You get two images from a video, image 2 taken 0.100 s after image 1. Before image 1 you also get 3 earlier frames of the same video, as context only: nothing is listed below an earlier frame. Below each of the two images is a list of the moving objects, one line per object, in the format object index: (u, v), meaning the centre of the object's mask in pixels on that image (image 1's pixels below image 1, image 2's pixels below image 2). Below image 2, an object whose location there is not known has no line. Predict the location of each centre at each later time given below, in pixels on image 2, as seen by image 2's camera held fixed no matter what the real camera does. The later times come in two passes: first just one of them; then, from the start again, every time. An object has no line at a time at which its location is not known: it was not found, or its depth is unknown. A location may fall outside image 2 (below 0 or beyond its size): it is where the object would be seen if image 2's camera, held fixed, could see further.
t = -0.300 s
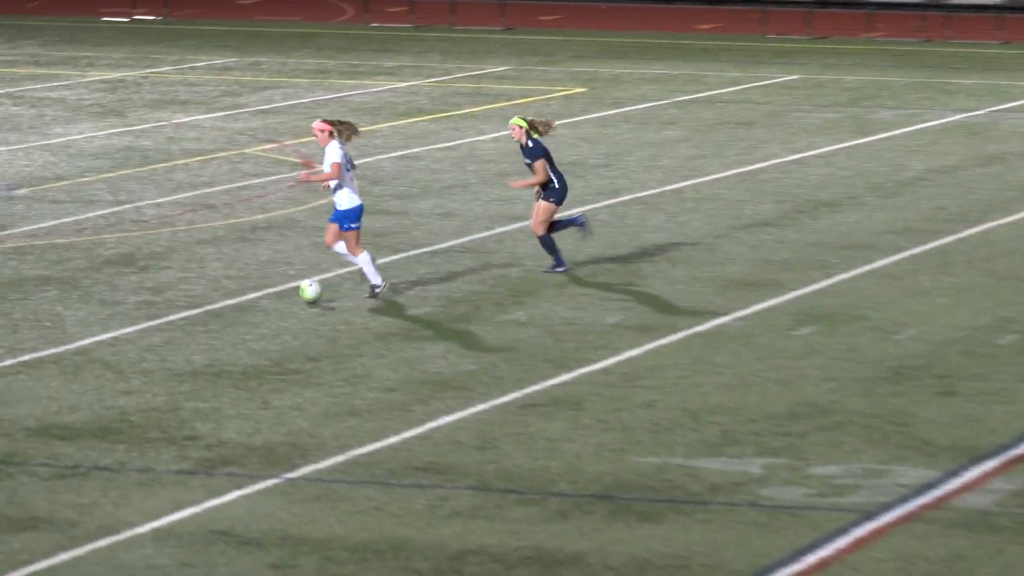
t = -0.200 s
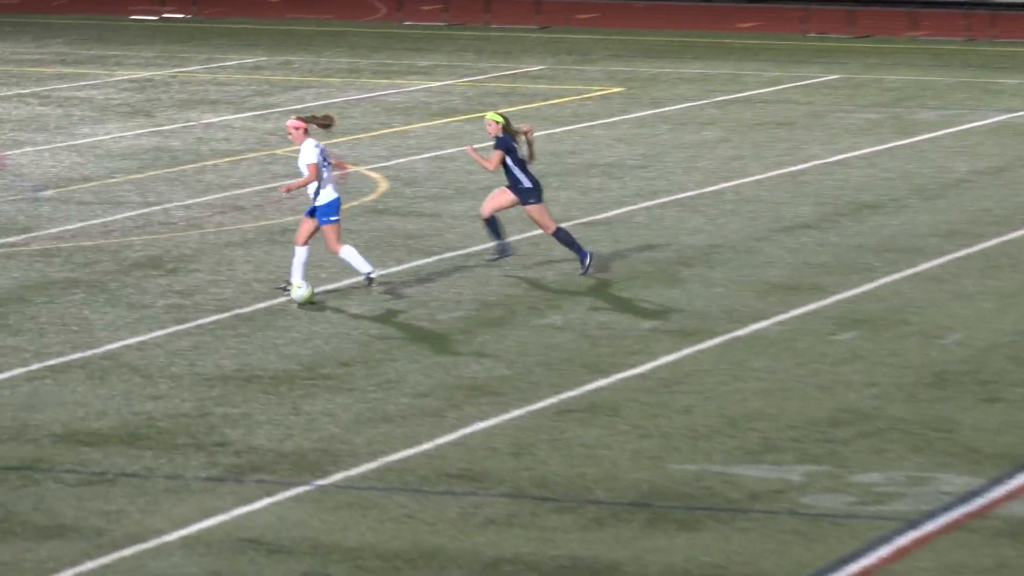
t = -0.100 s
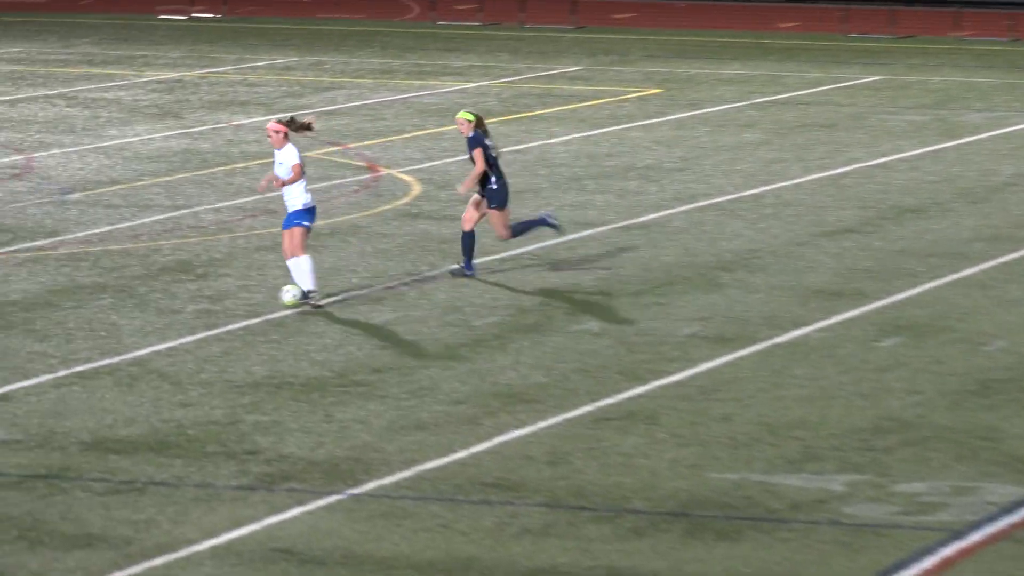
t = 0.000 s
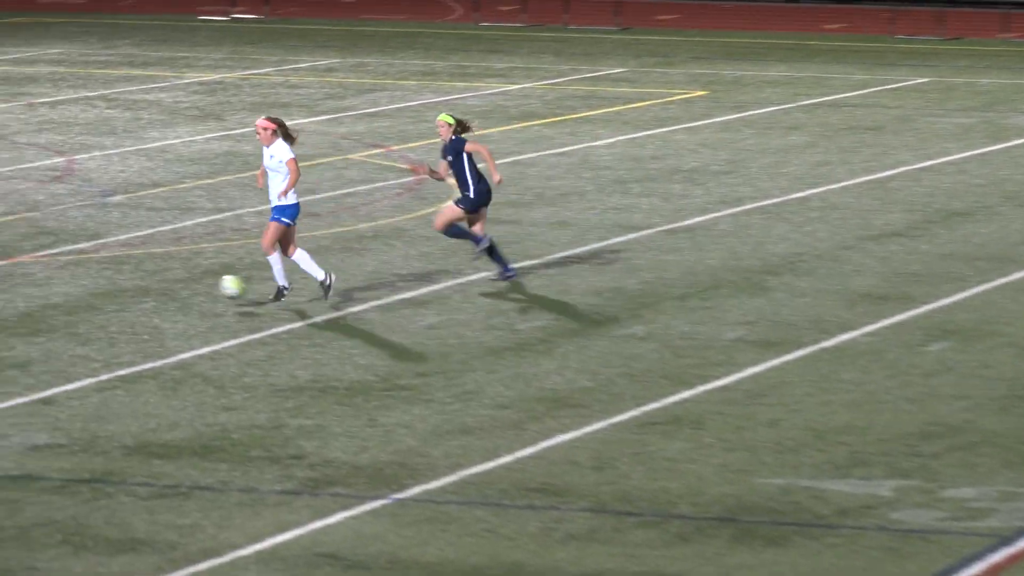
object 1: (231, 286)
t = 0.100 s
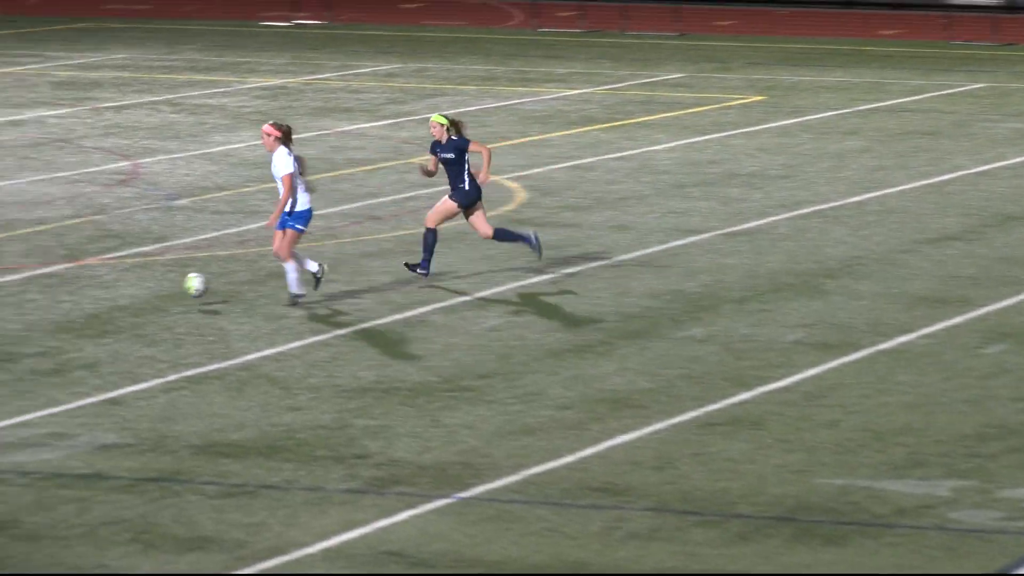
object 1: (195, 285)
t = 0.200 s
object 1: (100, 291)
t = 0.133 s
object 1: (163, 287)
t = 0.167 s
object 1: (131, 290)
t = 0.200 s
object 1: (100, 291)
